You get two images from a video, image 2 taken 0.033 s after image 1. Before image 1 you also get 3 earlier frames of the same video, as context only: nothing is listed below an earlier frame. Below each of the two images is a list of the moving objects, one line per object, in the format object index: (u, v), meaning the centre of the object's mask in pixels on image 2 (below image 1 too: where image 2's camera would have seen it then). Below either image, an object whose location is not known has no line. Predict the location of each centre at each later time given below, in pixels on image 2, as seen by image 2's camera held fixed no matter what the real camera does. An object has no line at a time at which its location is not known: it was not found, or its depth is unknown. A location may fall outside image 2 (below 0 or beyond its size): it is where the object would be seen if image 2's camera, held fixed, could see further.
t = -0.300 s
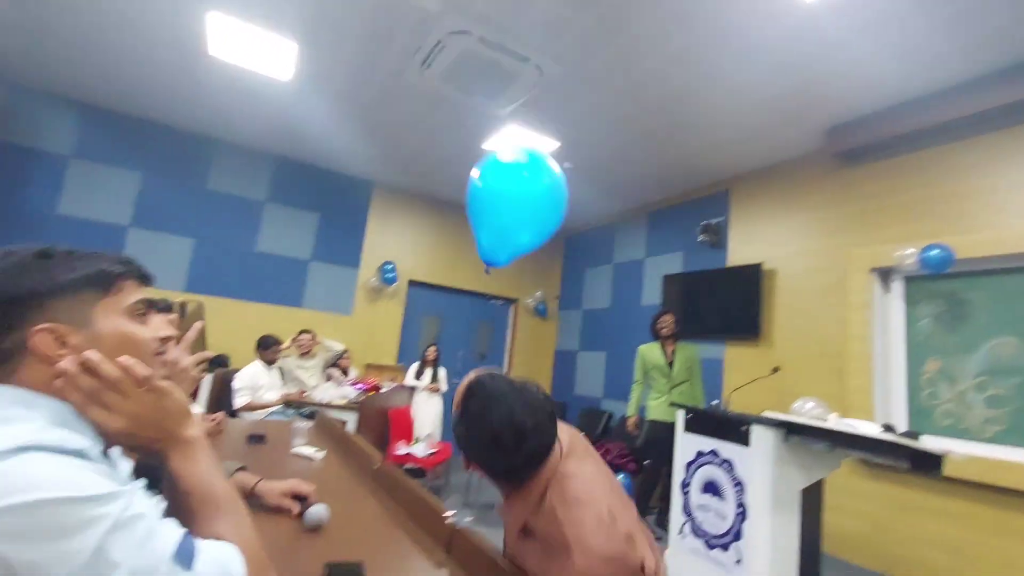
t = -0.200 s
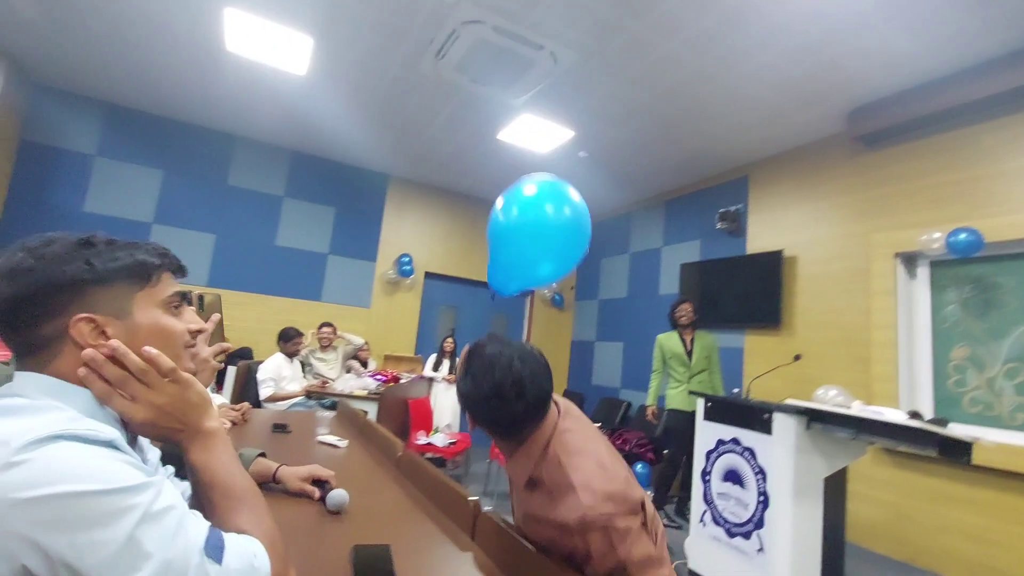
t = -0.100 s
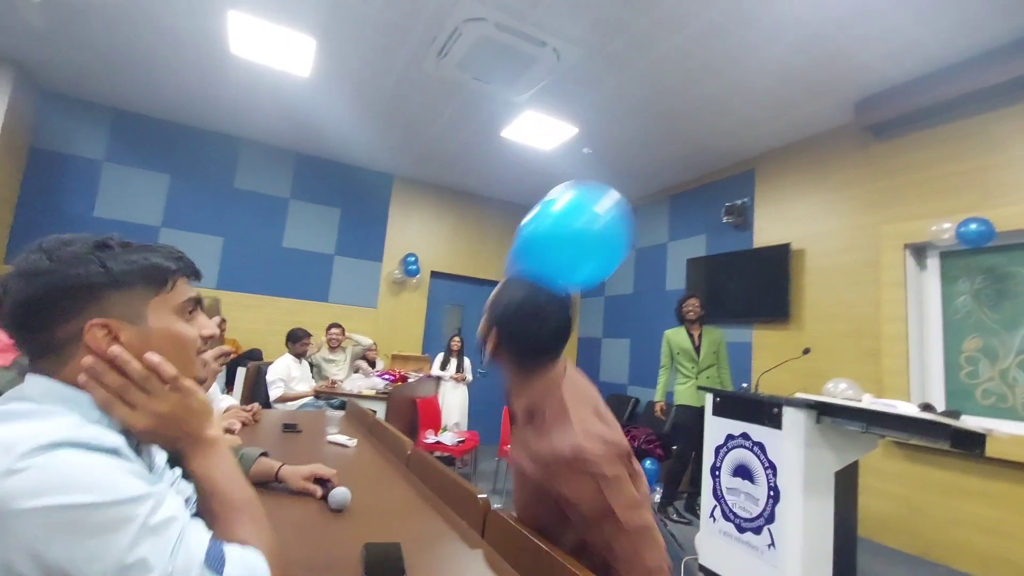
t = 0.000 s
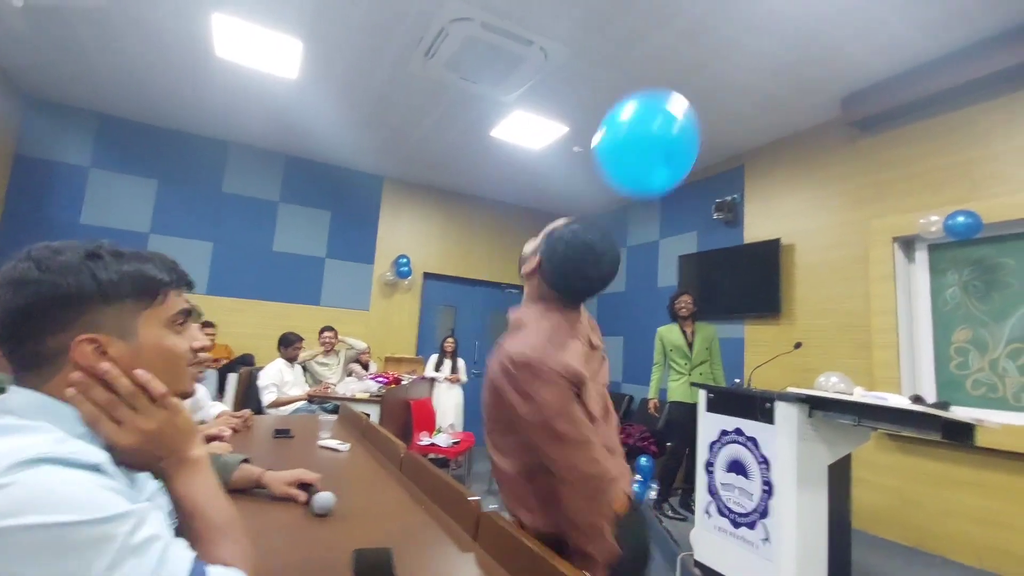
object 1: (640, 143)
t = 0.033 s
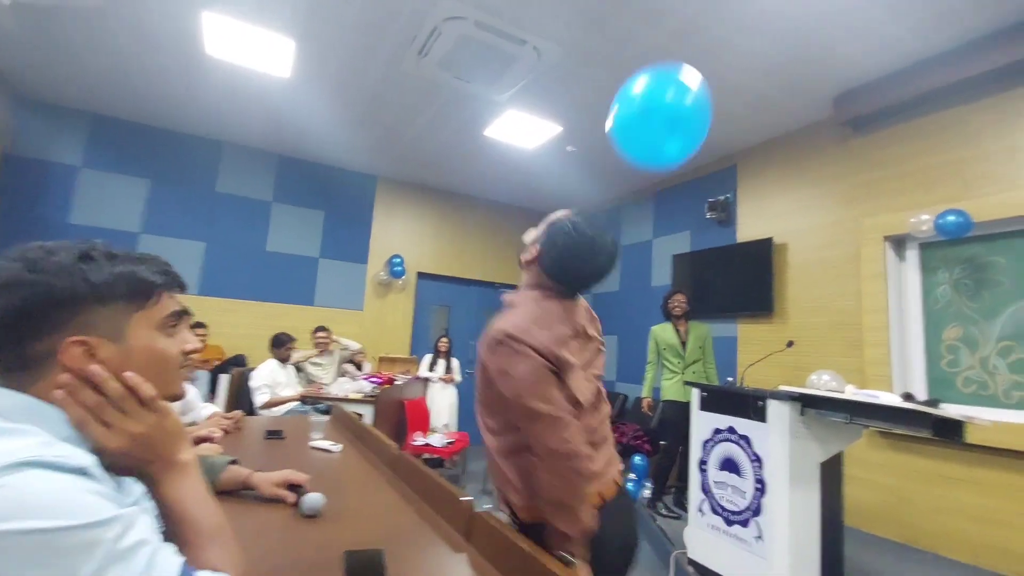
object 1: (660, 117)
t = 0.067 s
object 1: (679, 94)
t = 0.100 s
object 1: (696, 75)
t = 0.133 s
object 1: (712, 60)
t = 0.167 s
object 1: (725, 53)
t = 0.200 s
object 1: (735, 49)
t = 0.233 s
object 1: (744, 47)
